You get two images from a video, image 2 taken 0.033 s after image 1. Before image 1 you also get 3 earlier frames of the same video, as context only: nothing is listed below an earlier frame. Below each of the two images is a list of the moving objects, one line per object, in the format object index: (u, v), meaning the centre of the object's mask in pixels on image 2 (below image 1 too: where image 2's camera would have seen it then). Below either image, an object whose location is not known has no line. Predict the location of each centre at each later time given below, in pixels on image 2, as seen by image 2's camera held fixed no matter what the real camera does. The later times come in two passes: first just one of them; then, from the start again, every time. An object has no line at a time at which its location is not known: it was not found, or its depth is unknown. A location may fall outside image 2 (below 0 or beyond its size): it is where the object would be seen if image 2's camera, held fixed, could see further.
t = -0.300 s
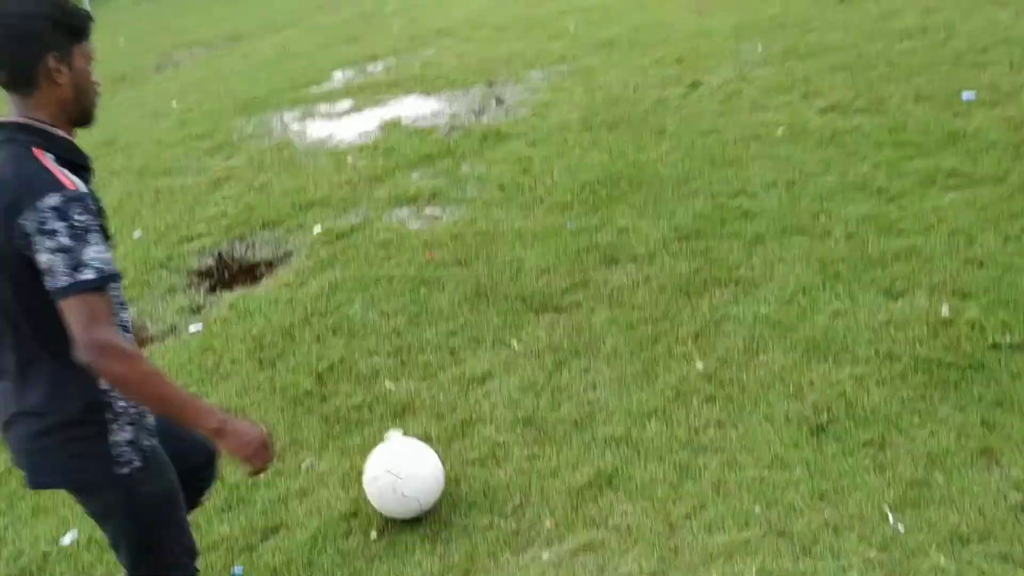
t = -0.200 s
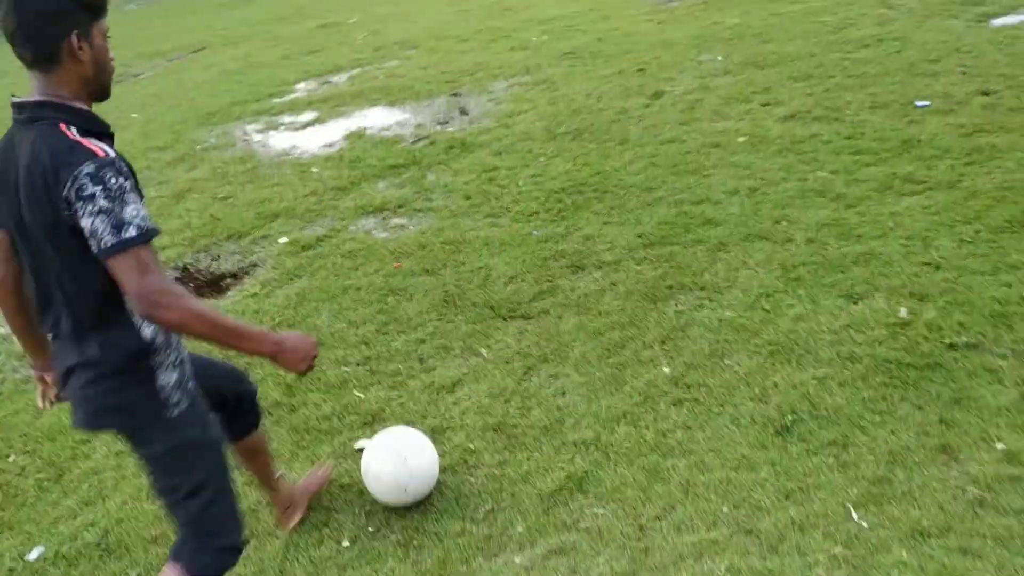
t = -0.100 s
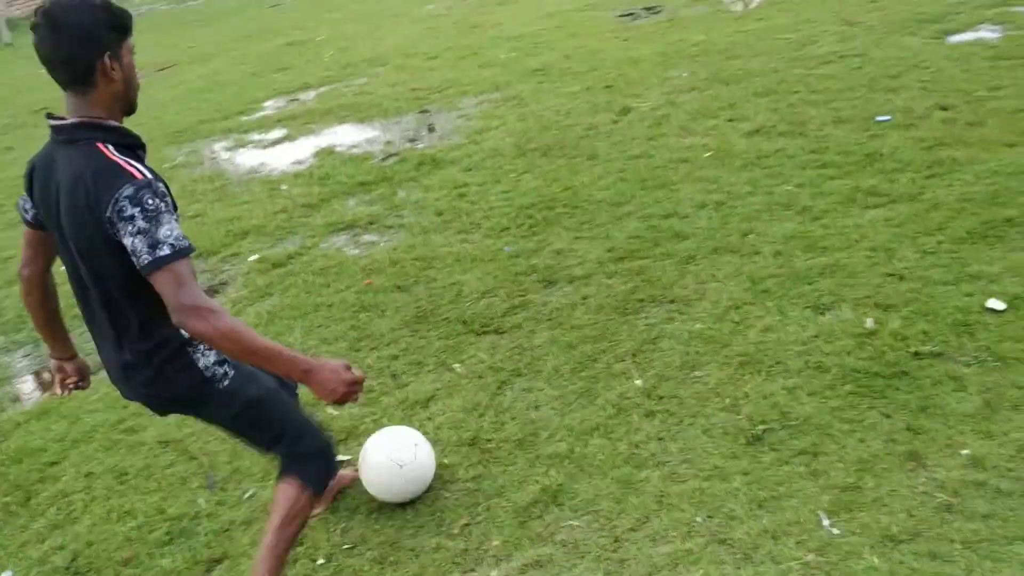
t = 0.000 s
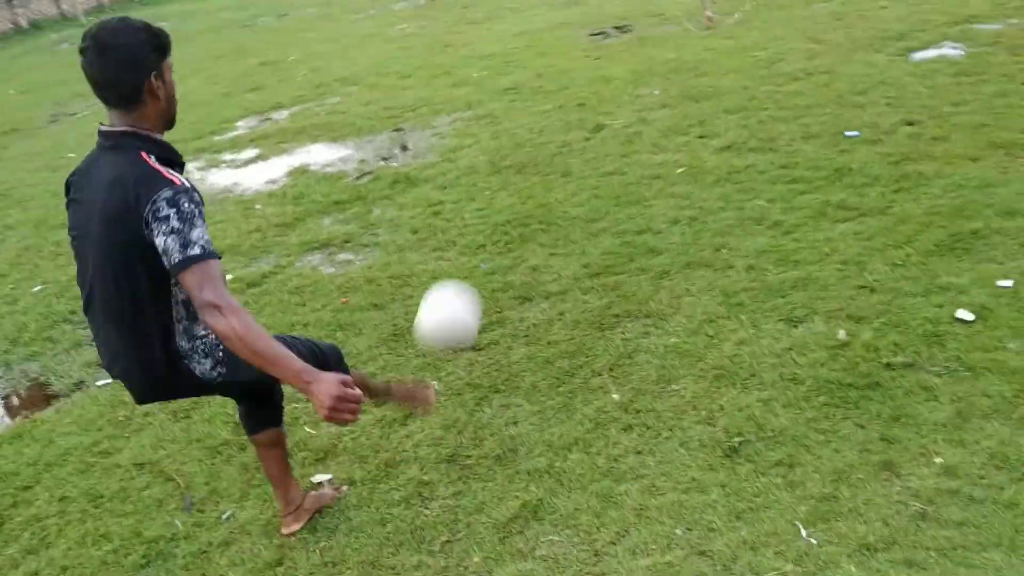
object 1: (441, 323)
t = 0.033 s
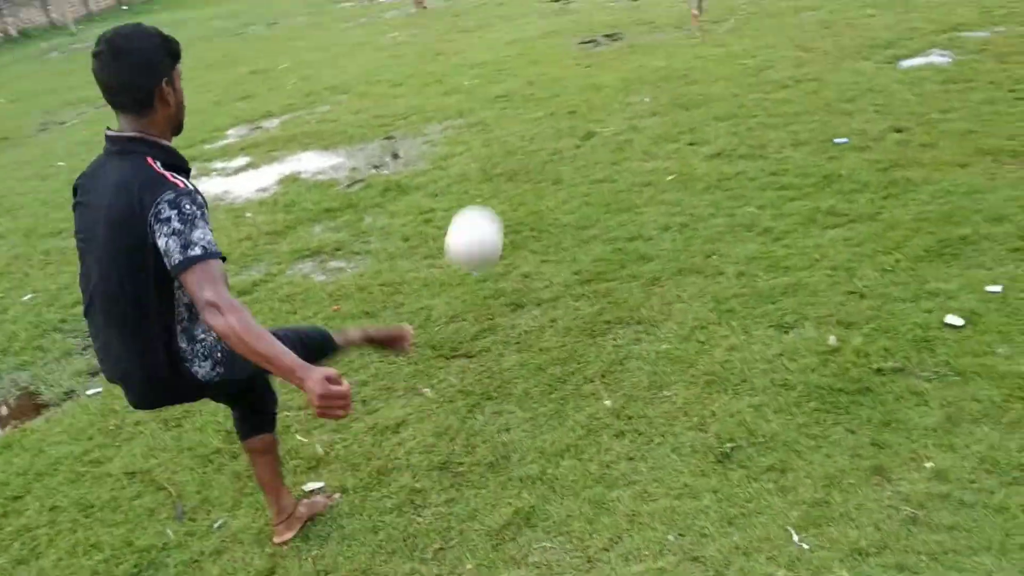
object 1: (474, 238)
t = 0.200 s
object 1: (576, 1)
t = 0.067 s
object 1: (502, 169)
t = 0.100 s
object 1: (526, 113)
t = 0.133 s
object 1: (546, 67)
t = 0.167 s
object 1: (562, 31)
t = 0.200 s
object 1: (576, 1)
